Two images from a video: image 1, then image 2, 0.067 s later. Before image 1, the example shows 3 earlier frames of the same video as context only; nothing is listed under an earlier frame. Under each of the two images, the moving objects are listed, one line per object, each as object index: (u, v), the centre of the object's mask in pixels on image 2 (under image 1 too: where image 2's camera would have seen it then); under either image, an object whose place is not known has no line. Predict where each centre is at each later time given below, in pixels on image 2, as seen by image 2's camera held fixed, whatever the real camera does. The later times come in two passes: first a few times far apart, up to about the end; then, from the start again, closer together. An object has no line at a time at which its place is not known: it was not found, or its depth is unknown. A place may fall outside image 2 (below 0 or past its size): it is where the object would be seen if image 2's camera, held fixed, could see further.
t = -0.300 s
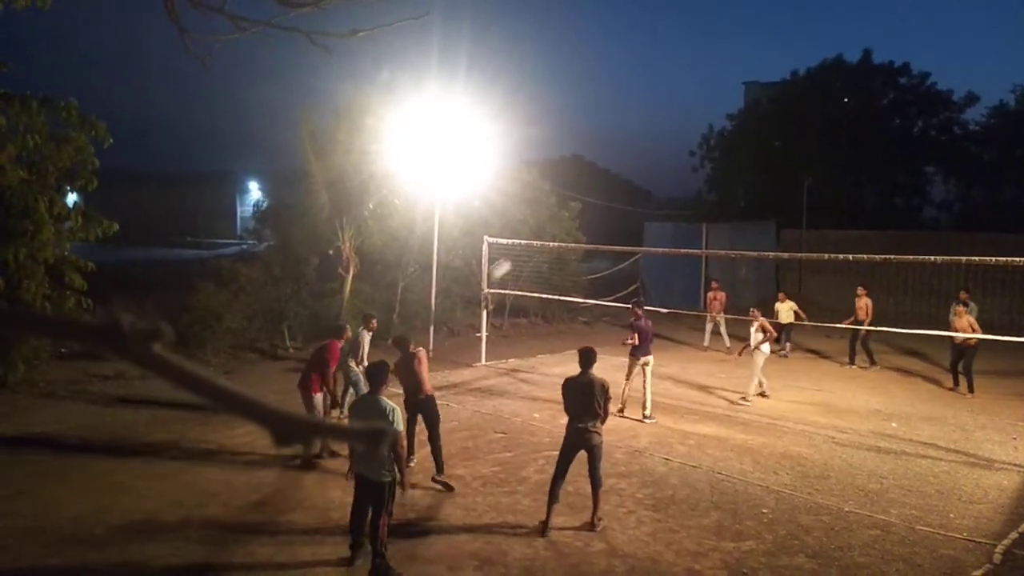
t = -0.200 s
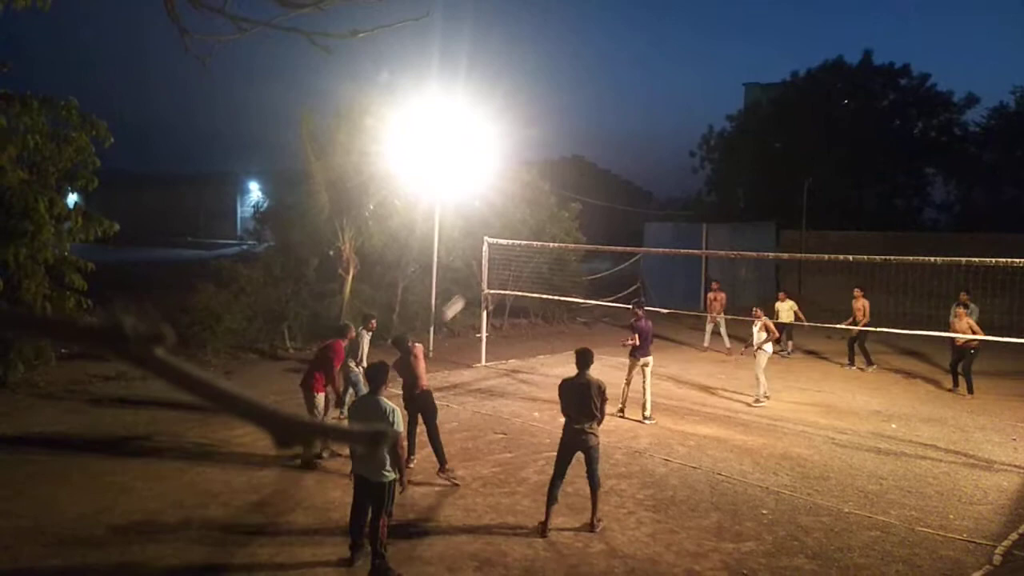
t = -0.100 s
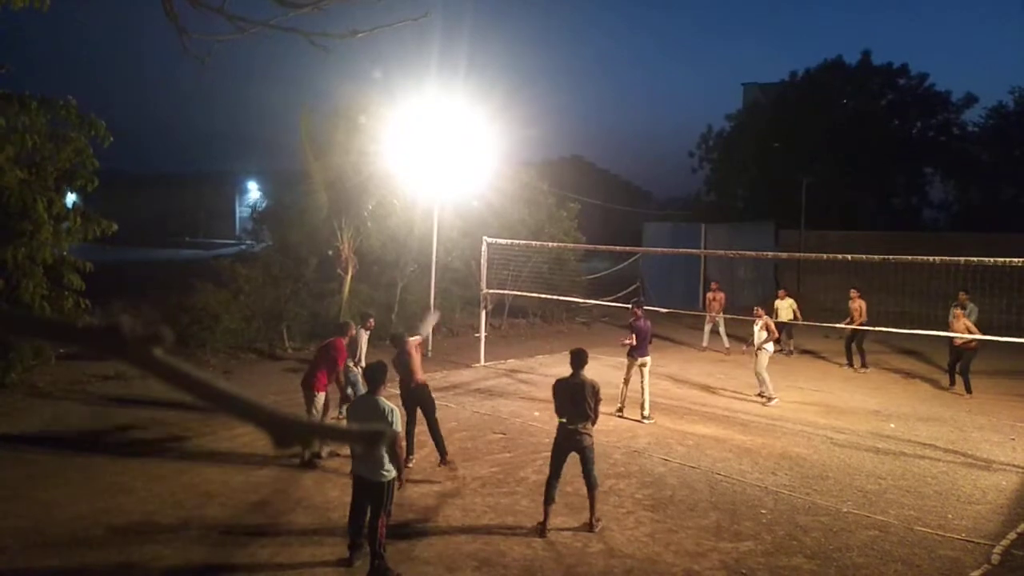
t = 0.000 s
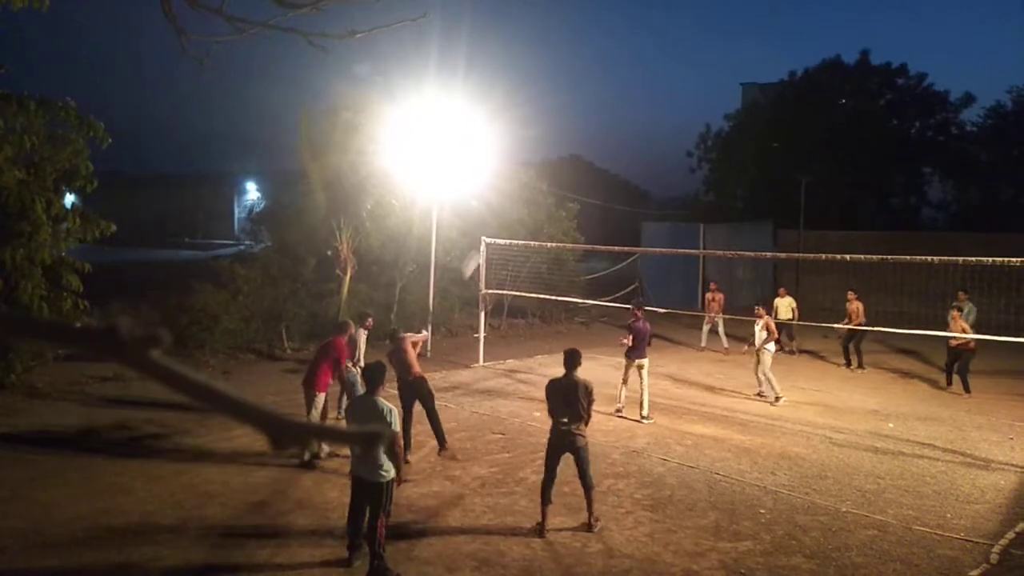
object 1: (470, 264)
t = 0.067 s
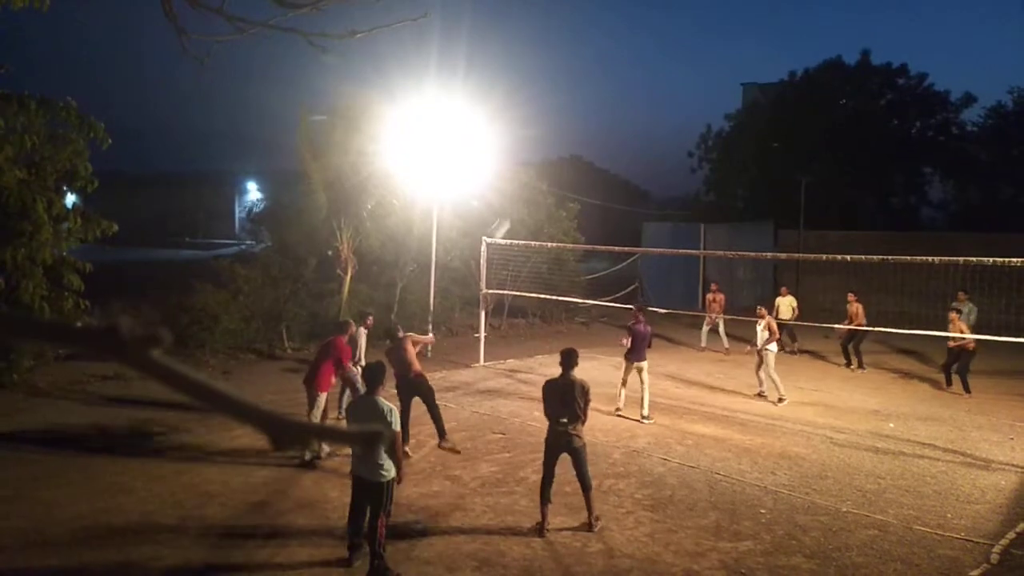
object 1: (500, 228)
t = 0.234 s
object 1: (562, 166)
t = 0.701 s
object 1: (702, 109)
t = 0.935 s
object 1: (756, 132)
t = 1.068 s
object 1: (782, 157)
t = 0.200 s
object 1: (550, 177)
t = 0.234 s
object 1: (562, 166)
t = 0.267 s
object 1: (574, 156)
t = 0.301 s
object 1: (585, 148)
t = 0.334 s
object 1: (597, 140)
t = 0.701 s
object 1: (702, 109)
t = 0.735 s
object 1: (711, 111)
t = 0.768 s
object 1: (719, 113)
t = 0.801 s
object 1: (726, 115)
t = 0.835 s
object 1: (734, 119)
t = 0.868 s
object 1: (741, 122)
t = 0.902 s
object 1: (748, 127)
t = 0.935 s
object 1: (756, 132)
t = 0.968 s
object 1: (763, 138)
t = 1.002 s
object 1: (769, 144)
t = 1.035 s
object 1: (776, 150)
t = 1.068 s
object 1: (782, 157)
